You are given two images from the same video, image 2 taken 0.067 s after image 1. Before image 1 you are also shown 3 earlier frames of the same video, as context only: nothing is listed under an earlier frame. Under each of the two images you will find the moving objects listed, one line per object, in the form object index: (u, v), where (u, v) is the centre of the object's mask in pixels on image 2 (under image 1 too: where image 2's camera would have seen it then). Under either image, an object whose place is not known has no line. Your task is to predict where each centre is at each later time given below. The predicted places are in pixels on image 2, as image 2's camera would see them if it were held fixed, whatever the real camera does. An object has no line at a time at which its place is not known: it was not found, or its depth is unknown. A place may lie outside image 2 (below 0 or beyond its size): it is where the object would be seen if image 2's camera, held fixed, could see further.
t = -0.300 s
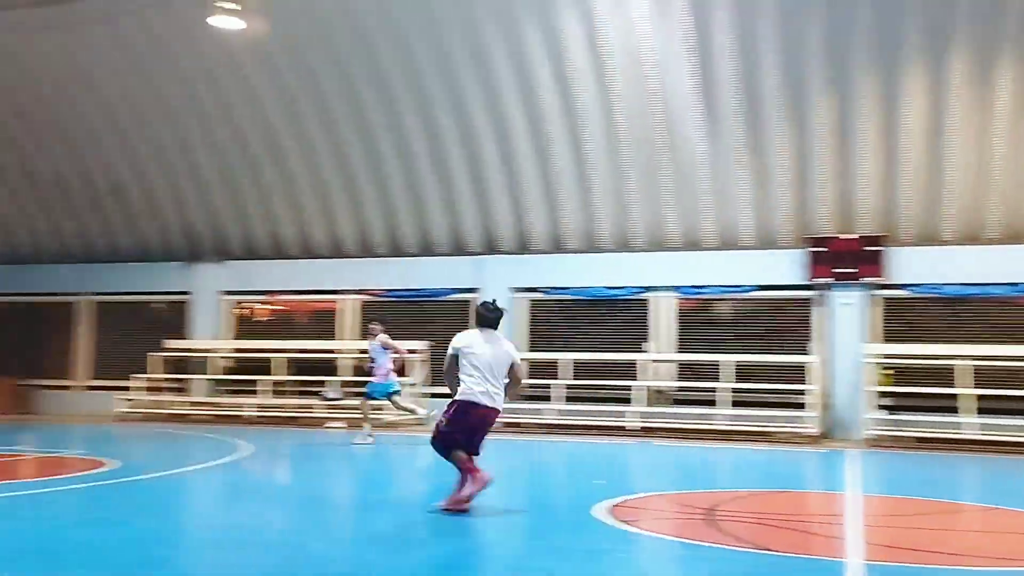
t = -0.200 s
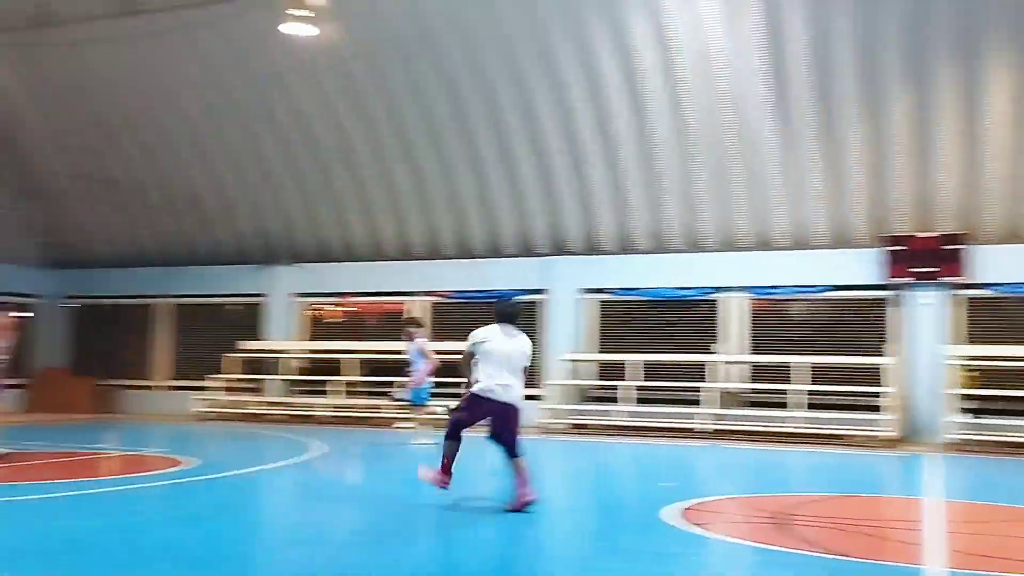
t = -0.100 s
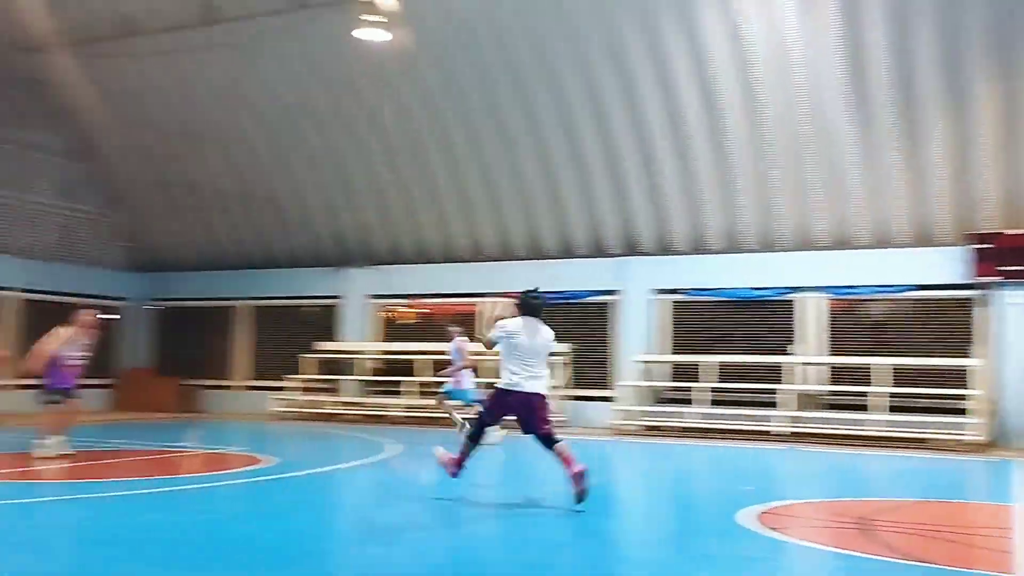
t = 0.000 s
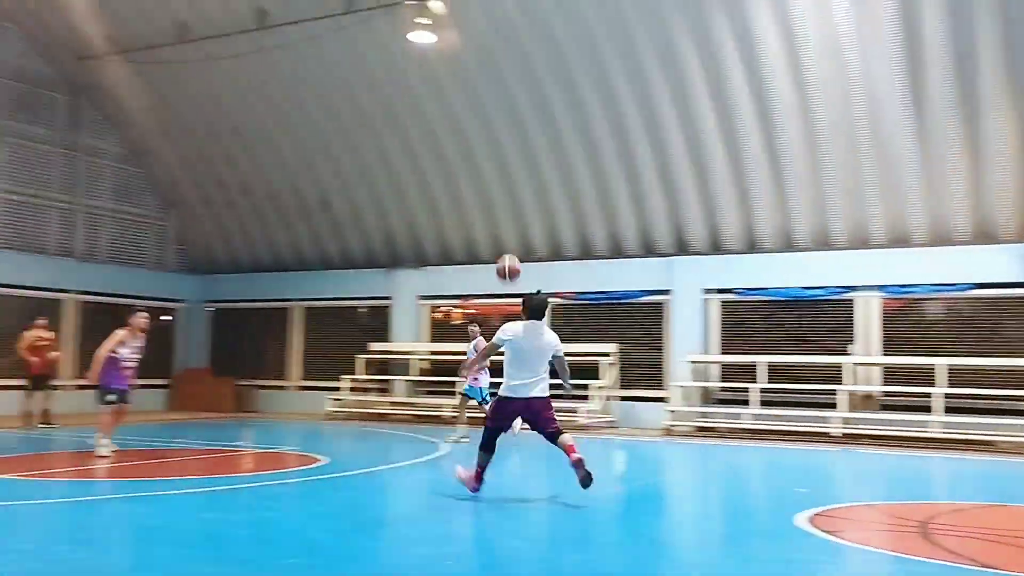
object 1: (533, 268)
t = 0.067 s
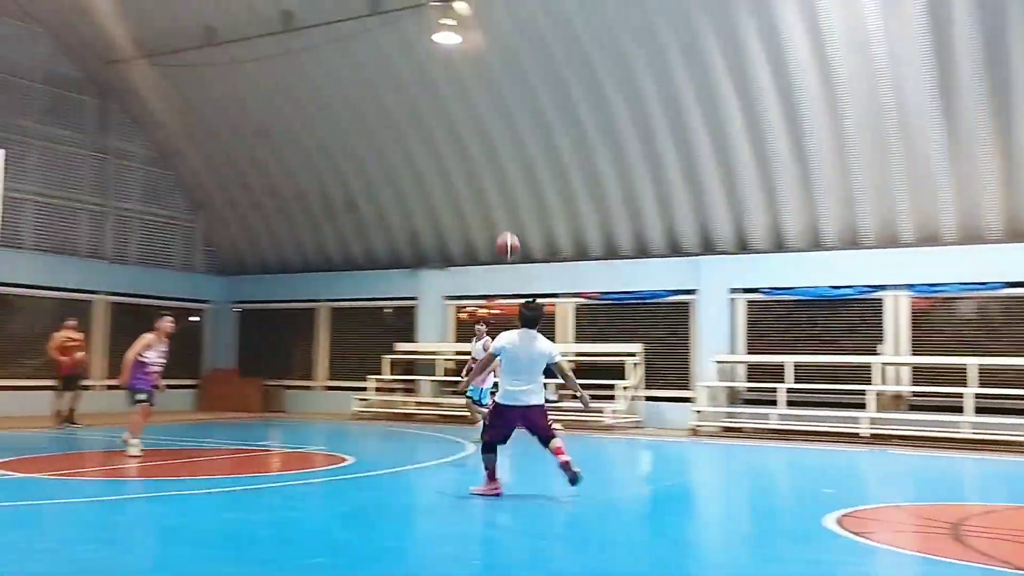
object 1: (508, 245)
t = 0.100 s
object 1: (496, 235)
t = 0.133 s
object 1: (484, 227)
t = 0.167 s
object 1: (474, 220)
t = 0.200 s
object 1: (463, 214)
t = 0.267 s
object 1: (444, 206)
